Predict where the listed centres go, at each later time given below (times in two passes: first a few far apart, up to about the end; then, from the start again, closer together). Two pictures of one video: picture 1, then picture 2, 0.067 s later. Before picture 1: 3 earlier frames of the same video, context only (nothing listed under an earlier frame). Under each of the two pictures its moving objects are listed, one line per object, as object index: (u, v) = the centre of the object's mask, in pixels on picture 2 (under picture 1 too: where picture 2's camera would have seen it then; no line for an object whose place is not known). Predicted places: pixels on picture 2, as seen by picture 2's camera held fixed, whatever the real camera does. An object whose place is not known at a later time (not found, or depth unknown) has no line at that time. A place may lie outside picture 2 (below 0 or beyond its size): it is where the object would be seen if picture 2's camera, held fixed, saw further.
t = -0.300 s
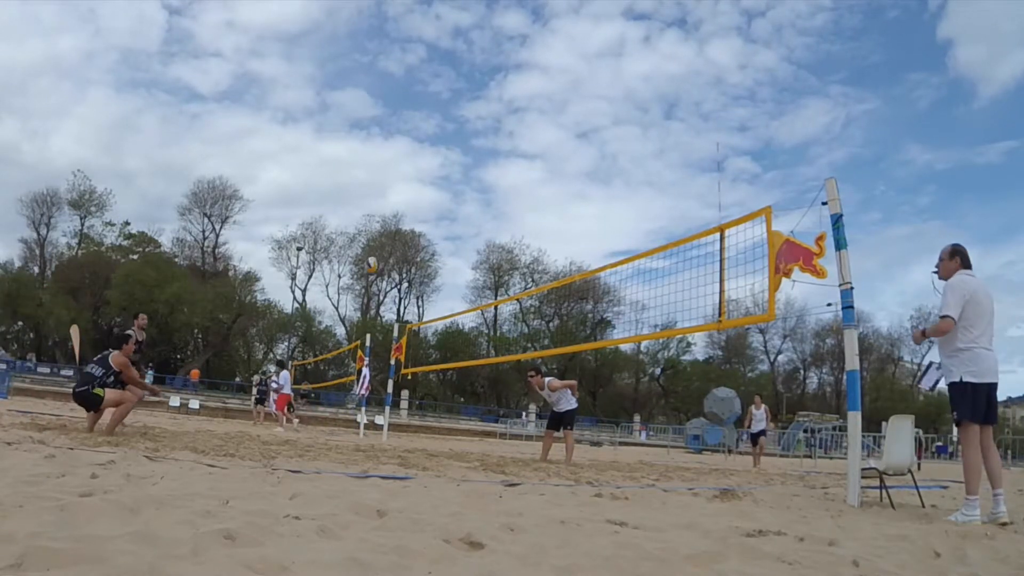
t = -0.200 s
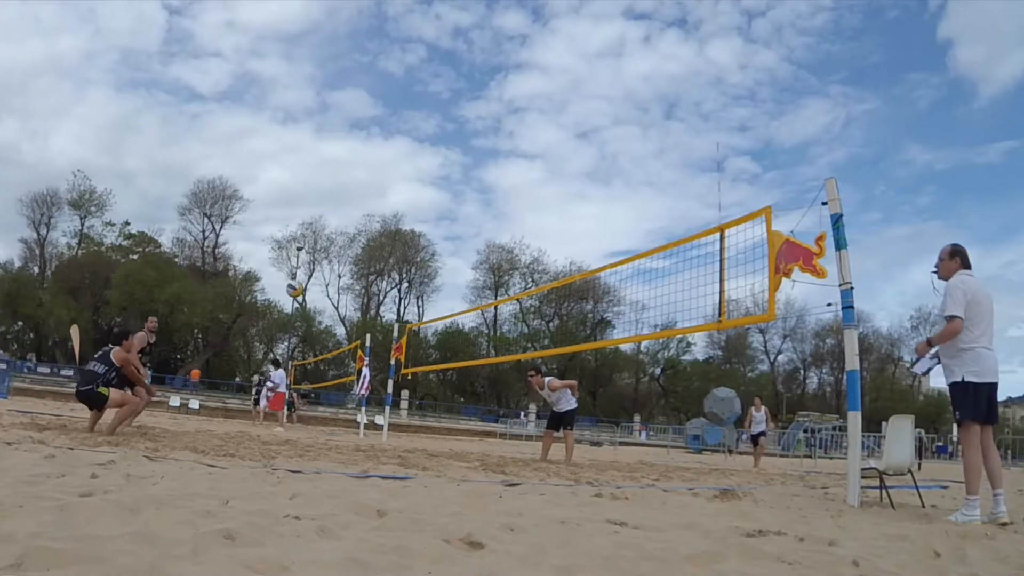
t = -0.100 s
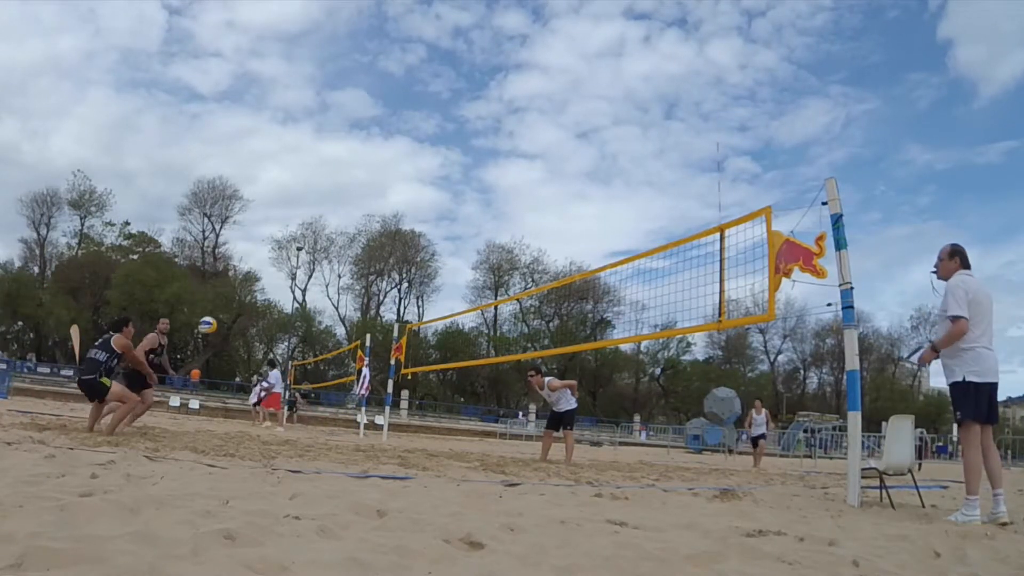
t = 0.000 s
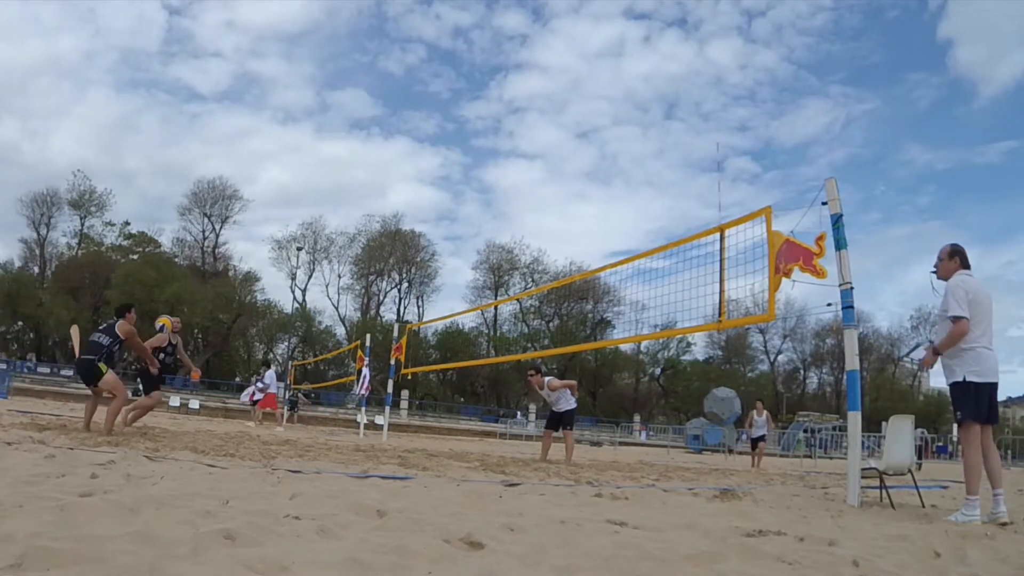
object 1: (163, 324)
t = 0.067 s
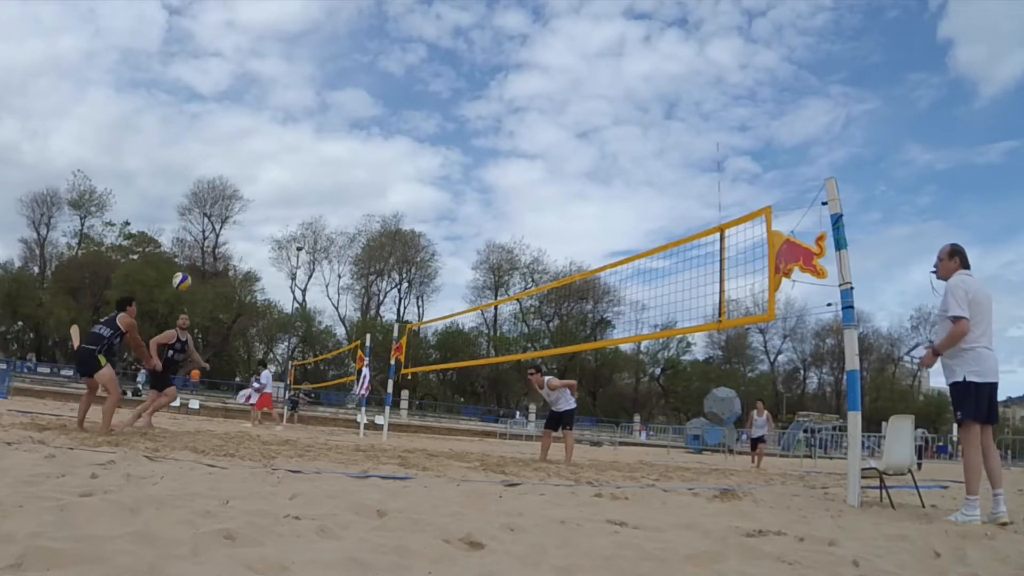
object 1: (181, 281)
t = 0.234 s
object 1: (221, 194)
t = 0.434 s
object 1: (262, 127)
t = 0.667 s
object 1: (301, 87)
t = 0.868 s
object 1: (328, 83)
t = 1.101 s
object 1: (356, 112)
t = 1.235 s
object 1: (372, 145)
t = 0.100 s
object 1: (190, 262)
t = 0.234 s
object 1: (221, 194)
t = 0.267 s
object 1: (229, 181)
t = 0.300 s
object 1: (236, 168)
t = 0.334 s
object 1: (243, 156)
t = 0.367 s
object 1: (250, 146)
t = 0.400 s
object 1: (256, 135)
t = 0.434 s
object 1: (262, 127)
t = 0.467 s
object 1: (268, 118)
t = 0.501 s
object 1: (274, 112)
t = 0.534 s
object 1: (280, 105)
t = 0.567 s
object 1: (286, 100)
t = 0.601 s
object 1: (291, 94)
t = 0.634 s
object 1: (296, 91)
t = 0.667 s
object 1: (301, 87)
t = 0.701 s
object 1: (305, 85)
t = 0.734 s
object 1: (310, 82)
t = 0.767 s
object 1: (316, 82)
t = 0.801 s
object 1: (320, 81)
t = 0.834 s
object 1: (324, 82)
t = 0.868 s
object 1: (328, 83)
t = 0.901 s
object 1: (332, 85)
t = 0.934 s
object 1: (337, 87)
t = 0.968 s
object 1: (342, 91)
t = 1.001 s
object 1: (345, 94)
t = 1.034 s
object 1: (349, 100)
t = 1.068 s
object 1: (353, 105)
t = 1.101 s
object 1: (356, 112)
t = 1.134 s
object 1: (360, 118)
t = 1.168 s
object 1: (365, 127)
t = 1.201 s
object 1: (368, 135)
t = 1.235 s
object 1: (372, 145)
